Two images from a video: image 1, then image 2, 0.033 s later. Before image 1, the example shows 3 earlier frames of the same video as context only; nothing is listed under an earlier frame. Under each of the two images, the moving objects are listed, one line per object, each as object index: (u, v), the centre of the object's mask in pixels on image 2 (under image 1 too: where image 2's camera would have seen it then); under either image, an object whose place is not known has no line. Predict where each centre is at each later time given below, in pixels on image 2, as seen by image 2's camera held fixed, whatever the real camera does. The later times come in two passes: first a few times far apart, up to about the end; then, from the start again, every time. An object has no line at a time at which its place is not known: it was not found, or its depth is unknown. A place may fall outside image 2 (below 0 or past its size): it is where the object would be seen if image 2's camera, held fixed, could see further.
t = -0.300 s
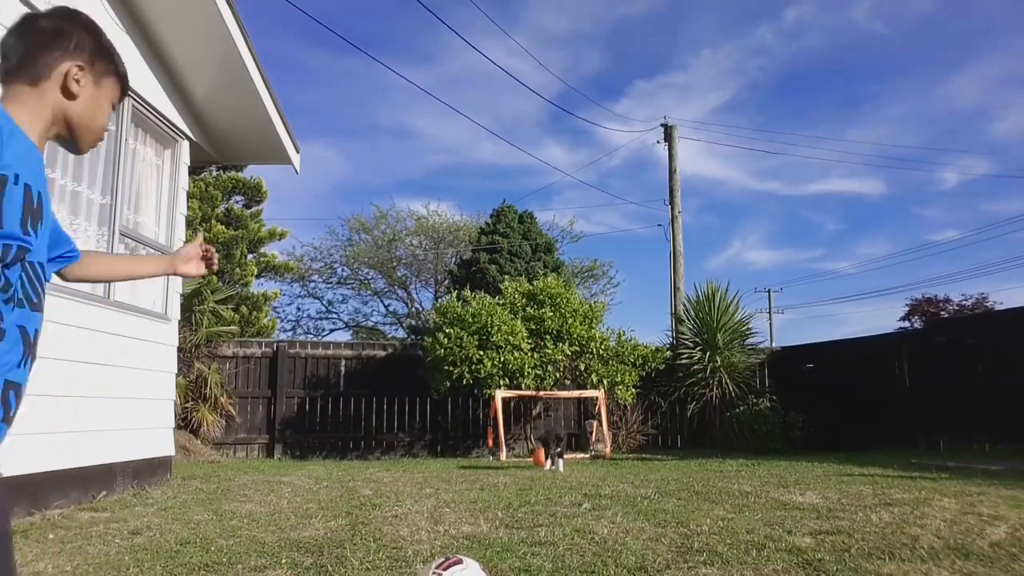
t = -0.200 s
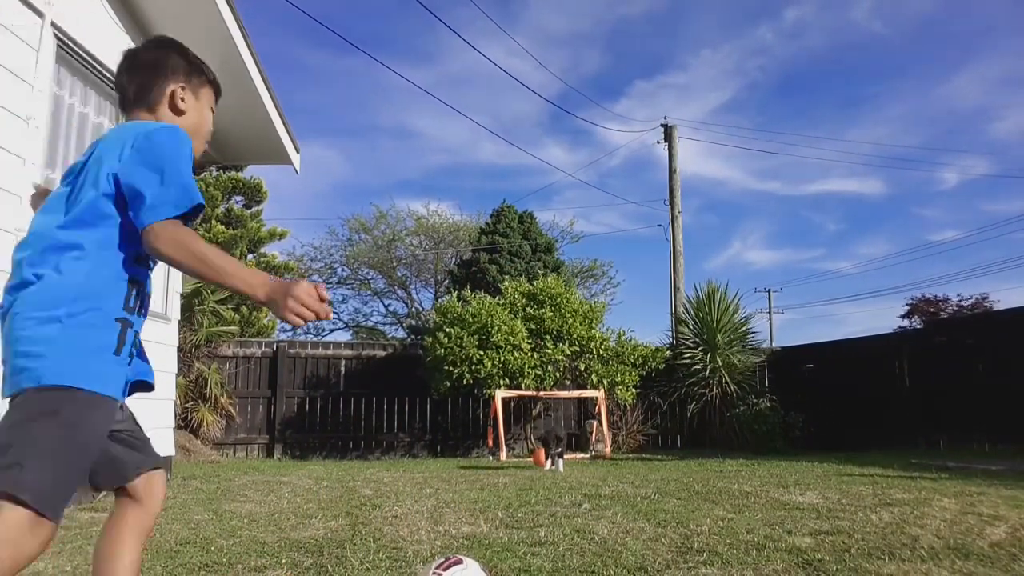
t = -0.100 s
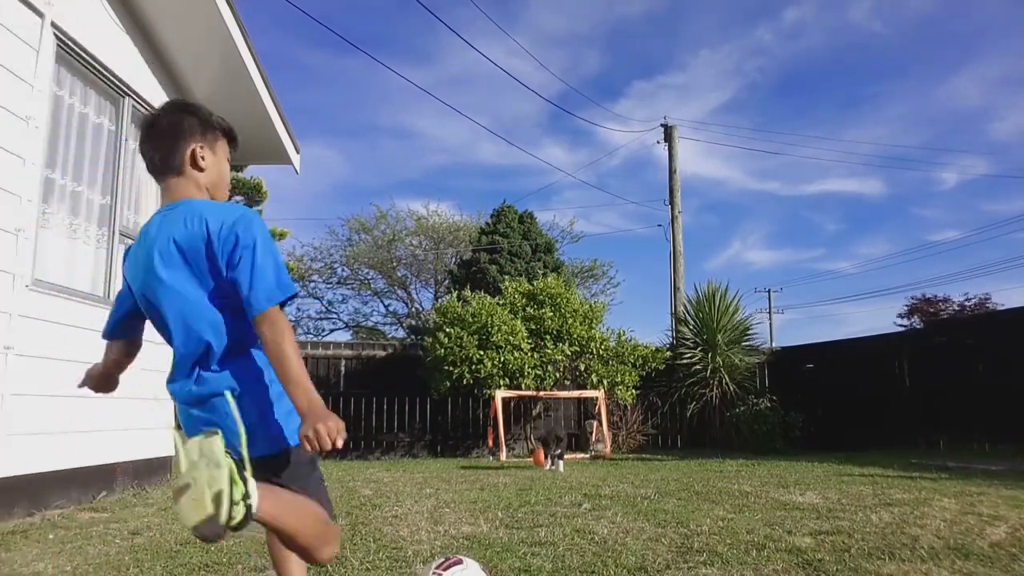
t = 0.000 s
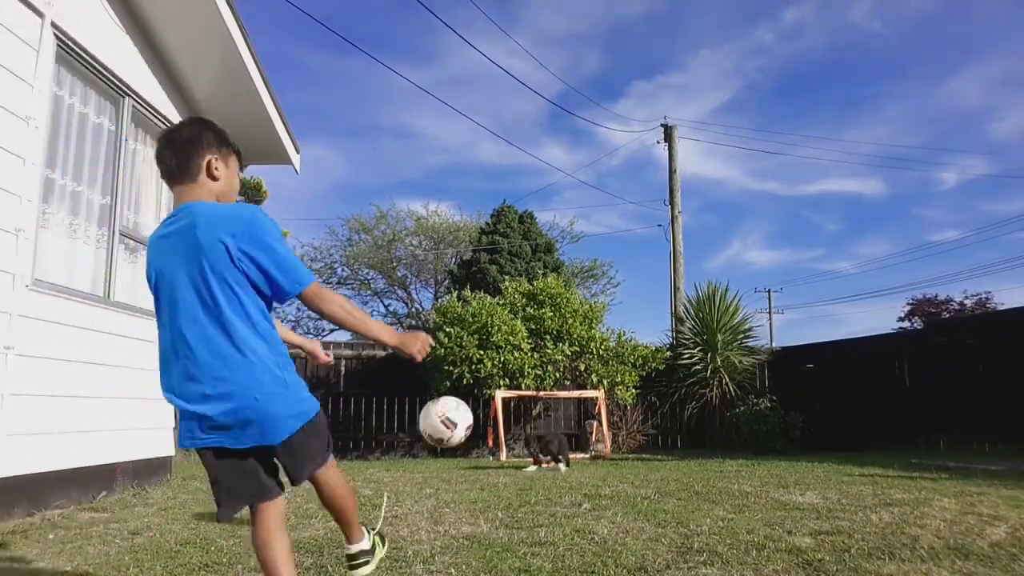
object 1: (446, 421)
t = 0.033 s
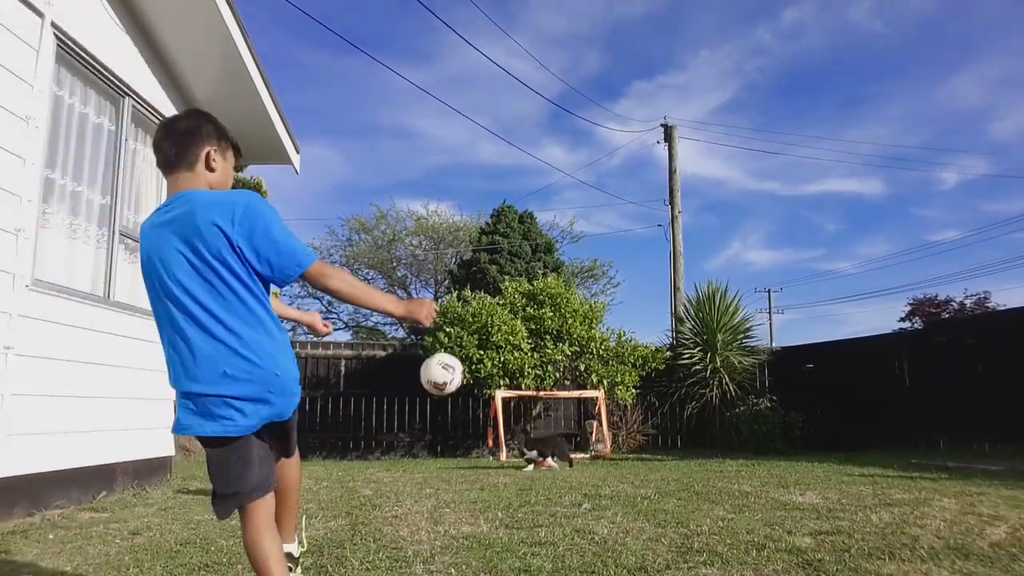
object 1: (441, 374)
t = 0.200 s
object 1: (434, 338)
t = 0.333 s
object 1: (432, 388)
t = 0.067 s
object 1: (438, 348)
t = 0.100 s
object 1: (436, 336)
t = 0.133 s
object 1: (435, 332)
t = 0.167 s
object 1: (435, 333)
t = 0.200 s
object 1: (434, 338)
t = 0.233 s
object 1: (434, 347)
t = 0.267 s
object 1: (433, 358)
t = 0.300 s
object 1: (433, 372)
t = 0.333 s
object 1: (432, 388)
